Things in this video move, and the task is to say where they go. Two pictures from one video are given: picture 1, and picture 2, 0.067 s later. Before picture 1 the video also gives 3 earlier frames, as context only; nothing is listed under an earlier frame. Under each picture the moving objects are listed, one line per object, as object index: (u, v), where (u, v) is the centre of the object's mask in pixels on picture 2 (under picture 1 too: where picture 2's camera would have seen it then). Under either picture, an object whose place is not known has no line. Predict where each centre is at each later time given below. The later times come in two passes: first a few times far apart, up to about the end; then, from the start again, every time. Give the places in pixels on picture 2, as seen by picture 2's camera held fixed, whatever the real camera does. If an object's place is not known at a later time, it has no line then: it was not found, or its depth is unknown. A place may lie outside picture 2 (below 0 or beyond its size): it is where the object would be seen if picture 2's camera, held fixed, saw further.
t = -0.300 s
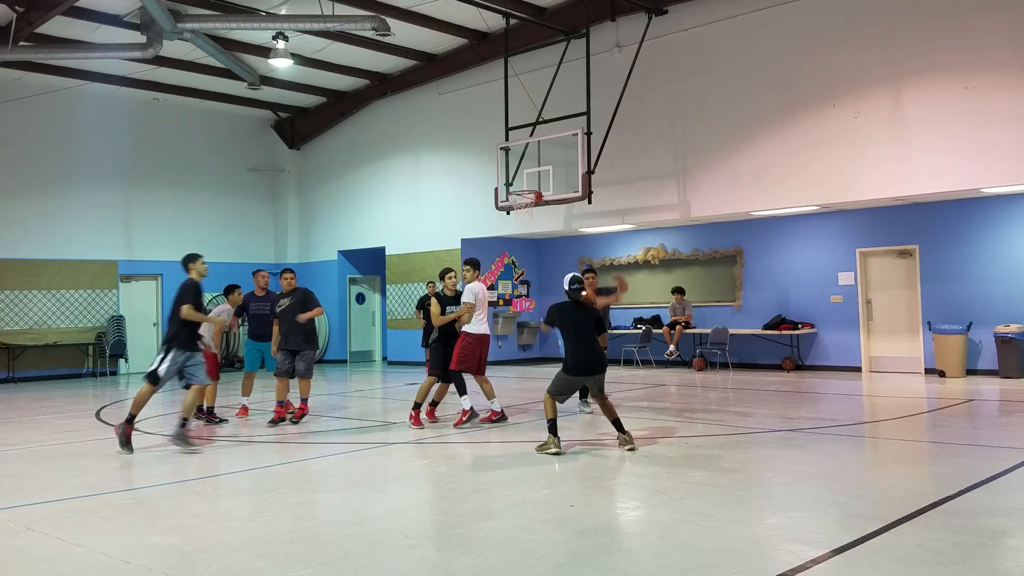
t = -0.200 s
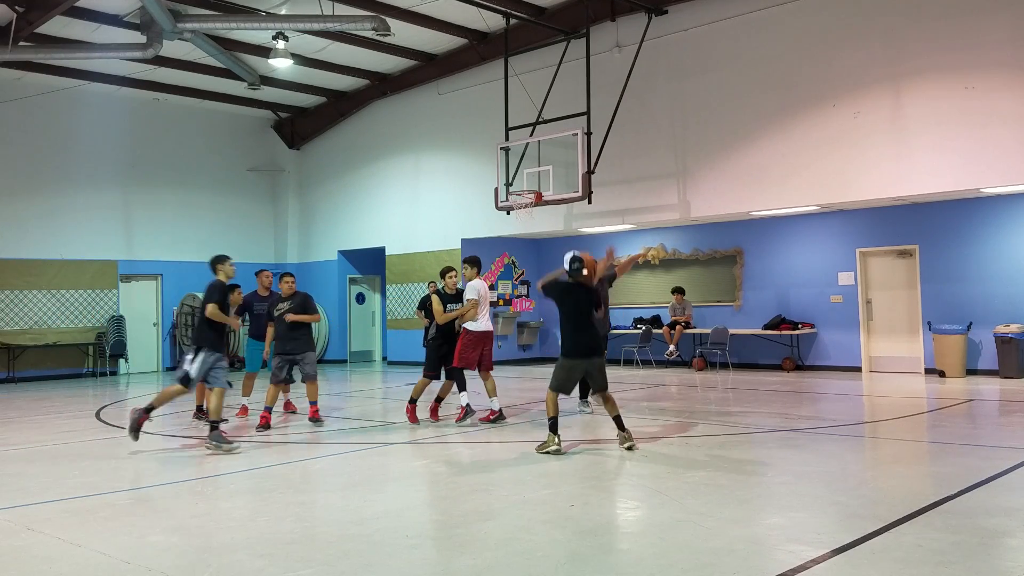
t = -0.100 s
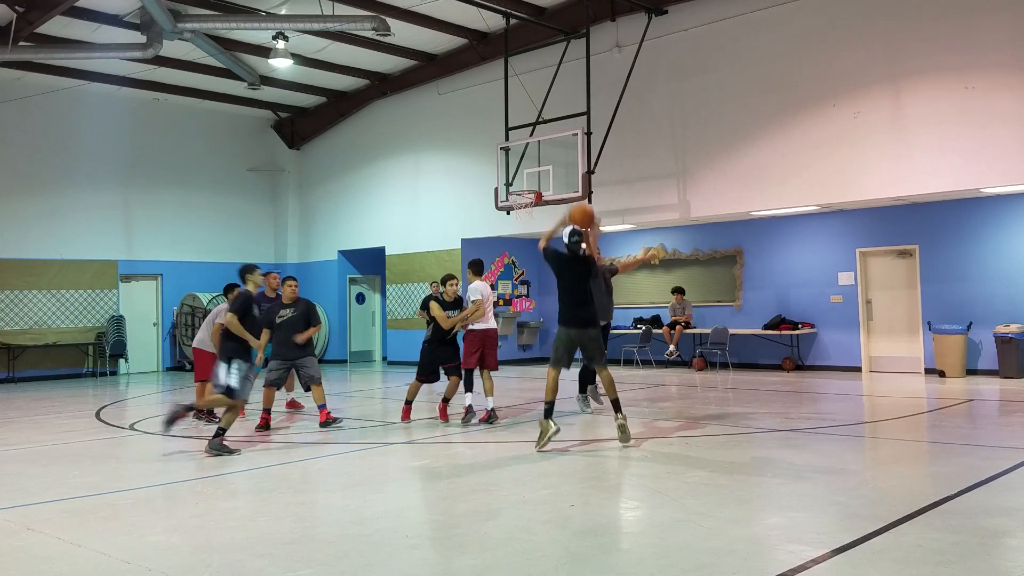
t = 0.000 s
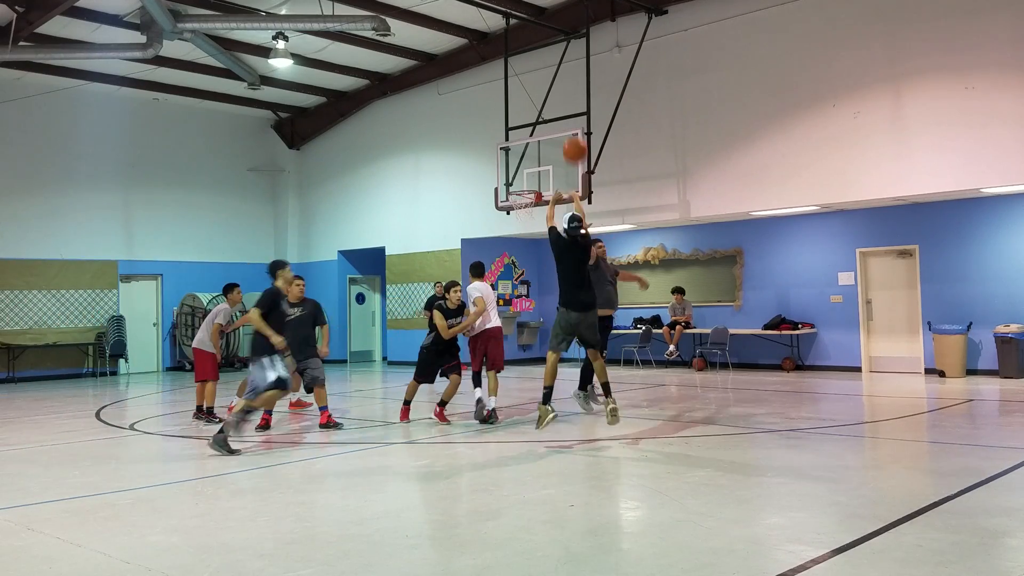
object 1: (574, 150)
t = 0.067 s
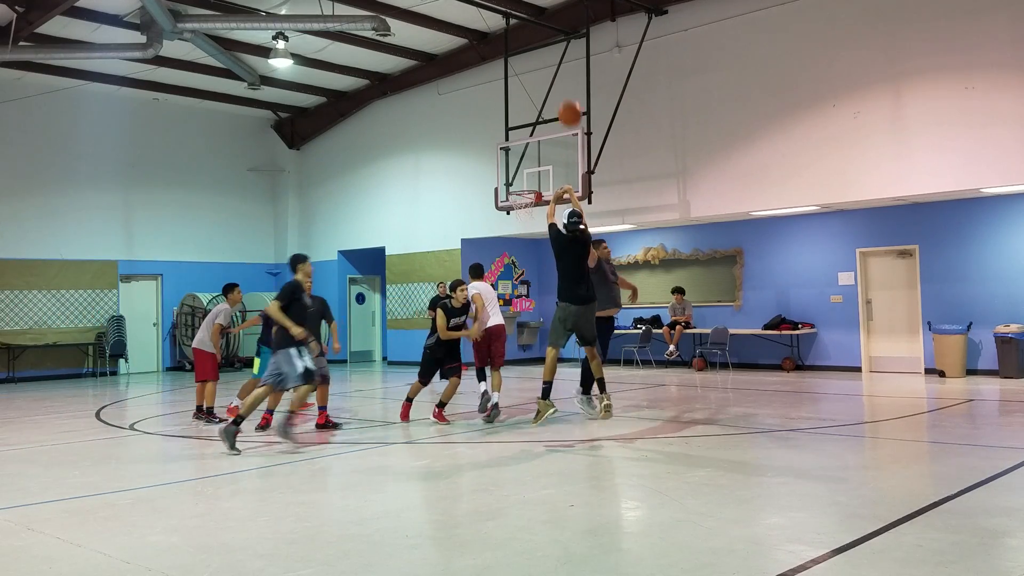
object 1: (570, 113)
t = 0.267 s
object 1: (557, 43)
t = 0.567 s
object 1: (542, 22)
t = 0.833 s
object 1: (532, 60)
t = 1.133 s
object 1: (523, 148)
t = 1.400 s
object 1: (516, 160)
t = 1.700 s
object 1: (506, 153)
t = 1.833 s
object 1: (502, 170)
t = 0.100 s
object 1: (568, 97)
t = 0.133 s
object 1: (566, 84)
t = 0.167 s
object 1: (563, 72)
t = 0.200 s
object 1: (561, 61)
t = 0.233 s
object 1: (559, 51)
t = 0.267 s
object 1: (557, 43)
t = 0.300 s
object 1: (555, 36)
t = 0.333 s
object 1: (553, 31)
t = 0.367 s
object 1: (551, 27)
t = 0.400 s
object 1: (550, 23)
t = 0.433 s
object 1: (548, 21)
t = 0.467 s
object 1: (546, 20)
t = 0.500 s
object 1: (545, 19)
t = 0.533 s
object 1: (543, 20)
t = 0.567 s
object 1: (542, 22)
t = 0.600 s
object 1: (540, 24)
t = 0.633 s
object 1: (539, 27)
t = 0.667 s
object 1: (538, 31)
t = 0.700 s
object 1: (536, 36)
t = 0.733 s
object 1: (535, 40)
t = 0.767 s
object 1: (534, 46)
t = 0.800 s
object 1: (533, 53)
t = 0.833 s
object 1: (532, 60)
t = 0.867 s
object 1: (530, 68)
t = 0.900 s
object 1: (530, 76)
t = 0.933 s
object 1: (529, 85)
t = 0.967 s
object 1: (528, 94)
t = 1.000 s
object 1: (526, 104)
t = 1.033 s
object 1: (526, 114)
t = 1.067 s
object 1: (525, 125)
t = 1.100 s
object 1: (524, 136)
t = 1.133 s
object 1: (523, 148)
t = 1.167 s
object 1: (522, 160)
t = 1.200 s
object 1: (522, 172)
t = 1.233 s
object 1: (521, 185)
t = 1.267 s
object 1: (520, 180)
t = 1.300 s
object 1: (519, 174)
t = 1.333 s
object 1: (518, 169)
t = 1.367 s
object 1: (517, 164)
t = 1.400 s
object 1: (516, 160)
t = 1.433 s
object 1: (515, 156)
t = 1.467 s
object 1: (513, 153)
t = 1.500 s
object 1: (513, 151)
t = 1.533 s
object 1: (511, 150)
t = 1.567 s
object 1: (510, 149)
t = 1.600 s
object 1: (510, 149)
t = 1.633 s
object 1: (508, 150)
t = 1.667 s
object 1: (507, 151)
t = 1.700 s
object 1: (506, 153)
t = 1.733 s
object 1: (505, 156)
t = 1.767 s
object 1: (504, 160)
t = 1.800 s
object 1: (503, 165)
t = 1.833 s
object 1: (502, 170)
